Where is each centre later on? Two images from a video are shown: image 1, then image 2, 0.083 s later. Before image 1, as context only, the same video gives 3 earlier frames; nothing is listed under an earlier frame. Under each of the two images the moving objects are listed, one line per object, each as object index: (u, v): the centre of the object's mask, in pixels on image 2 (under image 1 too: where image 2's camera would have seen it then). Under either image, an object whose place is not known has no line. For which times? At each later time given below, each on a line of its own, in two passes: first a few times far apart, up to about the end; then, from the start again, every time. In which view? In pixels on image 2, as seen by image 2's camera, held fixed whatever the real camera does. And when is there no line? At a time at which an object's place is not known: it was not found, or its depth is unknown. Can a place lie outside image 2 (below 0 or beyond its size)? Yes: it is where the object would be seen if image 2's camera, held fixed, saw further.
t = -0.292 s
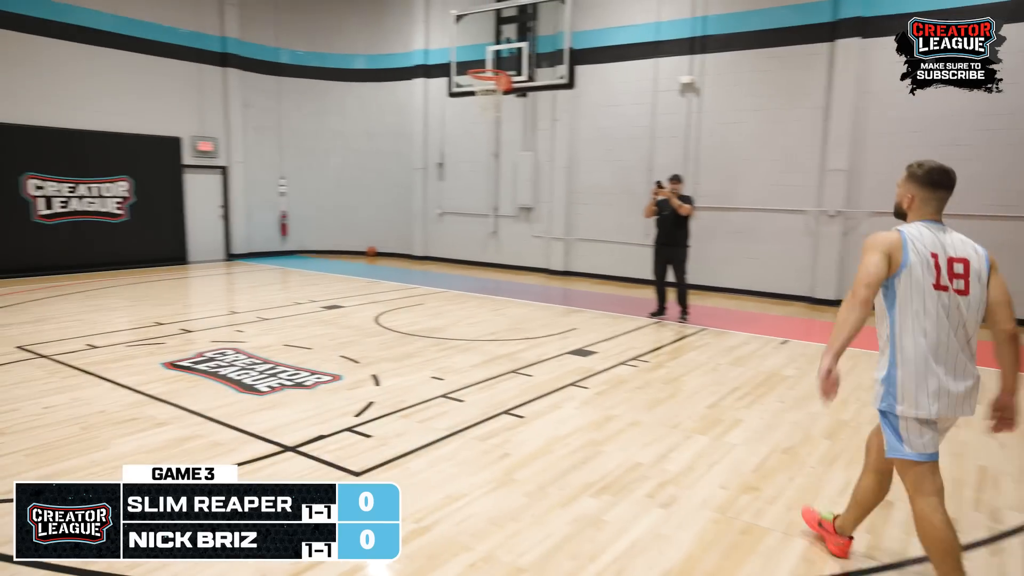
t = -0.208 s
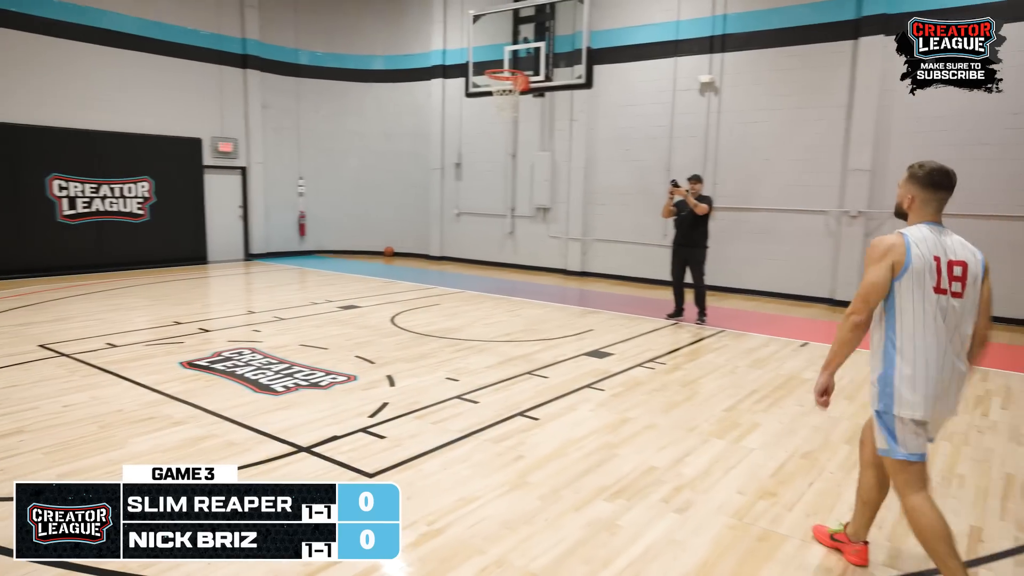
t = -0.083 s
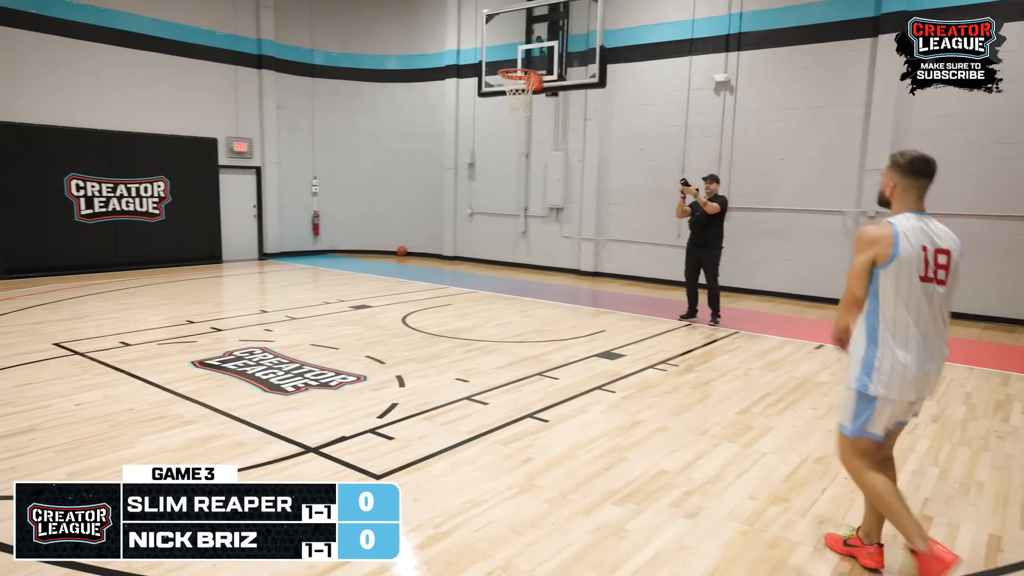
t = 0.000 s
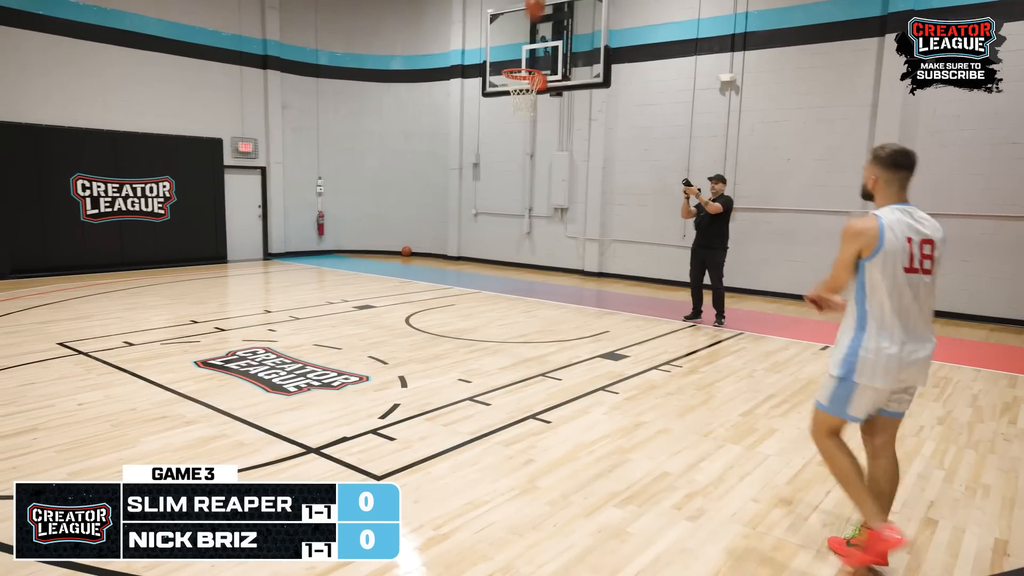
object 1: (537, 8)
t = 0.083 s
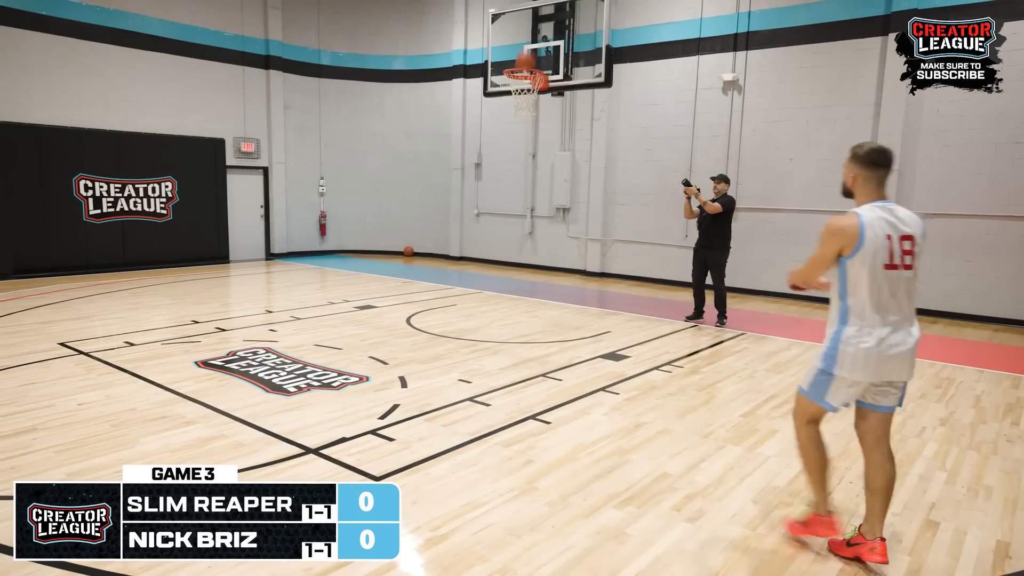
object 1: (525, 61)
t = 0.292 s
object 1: (522, 104)
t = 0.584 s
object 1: (515, 277)
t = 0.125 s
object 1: (524, 69)
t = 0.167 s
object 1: (523, 74)
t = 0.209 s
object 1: (523, 82)
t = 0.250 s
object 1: (522, 93)
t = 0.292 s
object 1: (522, 104)
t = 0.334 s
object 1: (521, 120)
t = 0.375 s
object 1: (519, 137)
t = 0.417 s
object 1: (518, 158)
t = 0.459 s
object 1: (516, 182)
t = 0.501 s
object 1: (514, 210)
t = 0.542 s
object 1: (514, 243)
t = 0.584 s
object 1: (515, 277)
